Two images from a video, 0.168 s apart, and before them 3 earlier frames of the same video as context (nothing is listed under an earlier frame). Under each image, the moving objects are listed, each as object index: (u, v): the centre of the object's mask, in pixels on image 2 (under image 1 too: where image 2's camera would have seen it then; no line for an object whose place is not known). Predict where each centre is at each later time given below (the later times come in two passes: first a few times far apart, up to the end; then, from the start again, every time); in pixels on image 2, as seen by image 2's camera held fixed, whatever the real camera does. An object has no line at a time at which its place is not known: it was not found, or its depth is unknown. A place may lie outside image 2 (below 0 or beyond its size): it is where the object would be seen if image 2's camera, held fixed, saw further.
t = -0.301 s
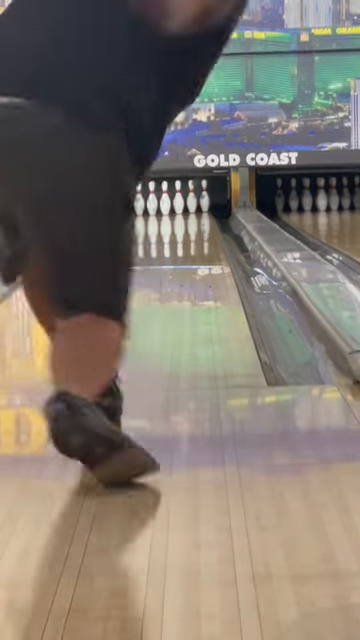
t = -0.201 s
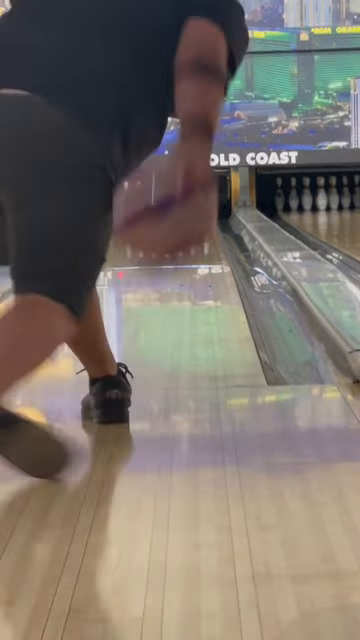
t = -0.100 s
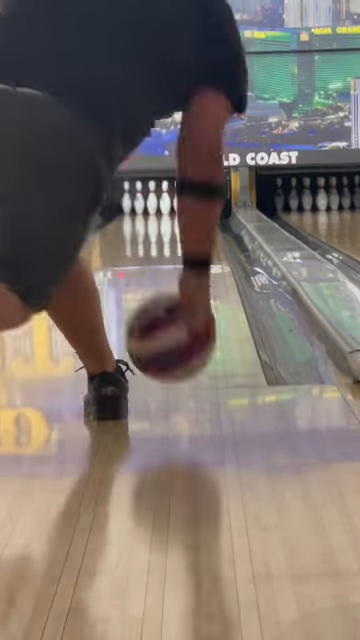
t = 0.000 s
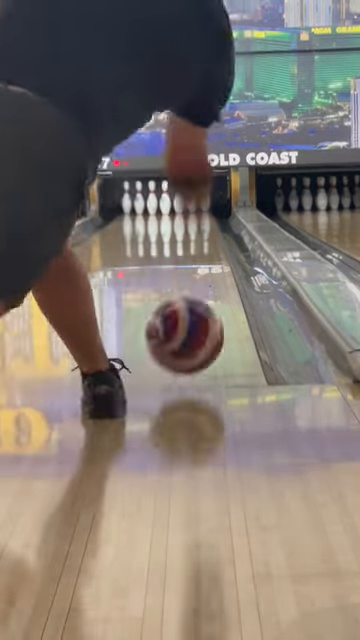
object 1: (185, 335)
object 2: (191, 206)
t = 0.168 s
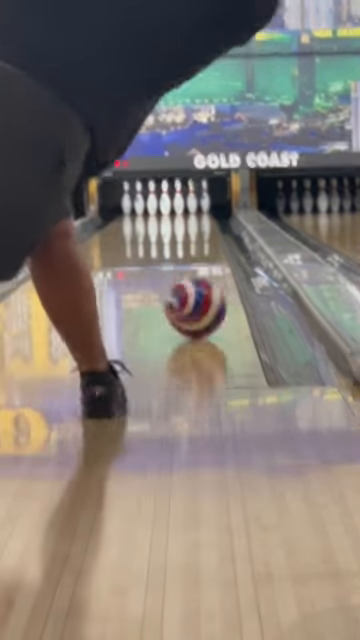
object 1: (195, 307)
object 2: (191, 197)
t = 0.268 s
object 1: (198, 292)
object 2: (192, 198)
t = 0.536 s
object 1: (202, 261)
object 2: (191, 199)
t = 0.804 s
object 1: (200, 246)
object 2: (191, 199)
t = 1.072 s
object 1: (197, 236)
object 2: (191, 199)
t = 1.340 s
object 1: (195, 228)
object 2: (191, 199)
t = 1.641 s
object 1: (188, 220)
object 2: (192, 196)
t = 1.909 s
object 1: (181, 215)
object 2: (192, 198)
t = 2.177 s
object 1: (176, 210)
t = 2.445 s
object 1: (170, 207)
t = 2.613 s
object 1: (169, 205)
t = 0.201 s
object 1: (196, 301)
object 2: (191, 198)
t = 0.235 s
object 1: (197, 295)
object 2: (191, 198)
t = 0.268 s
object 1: (198, 292)
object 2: (192, 198)
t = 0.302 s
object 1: (199, 286)
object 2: (192, 198)
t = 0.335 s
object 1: (200, 282)
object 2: (192, 198)
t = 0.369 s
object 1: (200, 278)
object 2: (191, 198)
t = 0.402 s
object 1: (200, 275)
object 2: (191, 198)
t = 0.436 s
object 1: (201, 272)
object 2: (191, 198)
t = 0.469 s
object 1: (201, 268)
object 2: (191, 198)
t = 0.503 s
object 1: (201, 264)
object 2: (191, 199)
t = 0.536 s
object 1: (202, 261)
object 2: (191, 199)
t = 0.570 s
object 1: (201, 260)
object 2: (191, 199)
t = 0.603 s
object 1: (201, 256)
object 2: (191, 199)
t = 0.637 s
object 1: (201, 253)
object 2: (191, 199)
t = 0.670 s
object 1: (200, 251)
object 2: (191, 199)
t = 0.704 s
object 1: (201, 249)
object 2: (191, 199)
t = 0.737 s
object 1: (200, 248)
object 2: (191, 199)
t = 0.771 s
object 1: (200, 247)
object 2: (191, 199)
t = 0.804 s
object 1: (200, 246)
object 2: (191, 199)
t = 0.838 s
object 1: (200, 244)
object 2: (191, 199)
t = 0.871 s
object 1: (200, 243)
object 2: (191, 199)
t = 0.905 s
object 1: (199, 241)
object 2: (191, 199)
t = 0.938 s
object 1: (199, 239)
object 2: (191, 199)
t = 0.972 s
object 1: (199, 238)
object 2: (191, 199)
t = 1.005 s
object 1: (198, 238)
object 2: (191, 199)
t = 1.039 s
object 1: (198, 237)
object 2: (191, 199)
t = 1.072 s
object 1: (197, 236)
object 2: (191, 199)
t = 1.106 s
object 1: (197, 234)
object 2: (191, 199)
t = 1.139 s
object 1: (197, 232)
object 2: (191, 199)
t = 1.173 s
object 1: (196, 232)
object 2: (191, 199)
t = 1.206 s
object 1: (195, 231)
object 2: (191, 199)
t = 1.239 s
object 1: (195, 231)
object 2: (191, 199)
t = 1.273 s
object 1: (195, 229)
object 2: (191, 199)
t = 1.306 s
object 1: (195, 229)
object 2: (191, 199)
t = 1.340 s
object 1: (195, 228)
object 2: (191, 199)
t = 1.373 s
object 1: (192, 226)
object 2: (191, 199)
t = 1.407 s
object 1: (192, 225)
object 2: (191, 198)
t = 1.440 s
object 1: (191, 225)
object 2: (191, 198)
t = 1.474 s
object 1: (191, 224)
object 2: (191, 198)
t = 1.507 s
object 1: (191, 224)
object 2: (191, 198)
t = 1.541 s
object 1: (189, 222)
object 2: (191, 197)
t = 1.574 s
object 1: (189, 222)
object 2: (191, 197)
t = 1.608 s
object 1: (188, 221)
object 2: (191, 197)
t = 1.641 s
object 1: (188, 220)
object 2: (192, 196)
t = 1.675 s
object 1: (188, 220)
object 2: (192, 196)
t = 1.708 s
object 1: (186, 219)
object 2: (192, 196)
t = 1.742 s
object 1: (185, 219)
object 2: (191, 197)
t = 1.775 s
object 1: (185, 218)
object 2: (192, 197)
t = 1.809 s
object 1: (183, 217)
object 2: (192, 198)
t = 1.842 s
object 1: (183, 216)
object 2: (192, 198)
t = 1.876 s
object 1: (182, 216)
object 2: (192, 198)
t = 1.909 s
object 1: (181, 215)
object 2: (192, 198)
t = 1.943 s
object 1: (181, 214)
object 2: (192, 198)
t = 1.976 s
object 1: (180, 214)
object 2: (192, 198)
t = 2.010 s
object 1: (180, 213)
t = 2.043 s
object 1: (179, 213)
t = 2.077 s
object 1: (178, 212)
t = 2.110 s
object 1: (178, 212)
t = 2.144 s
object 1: (177, 211)
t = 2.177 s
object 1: (176, 210)
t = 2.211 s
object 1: (175, 210)
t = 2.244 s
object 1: (174, 209)
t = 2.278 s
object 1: (174, 209)
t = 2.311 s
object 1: (172, 208)
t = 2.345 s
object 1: (171, 207)
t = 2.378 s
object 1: (170, 207)
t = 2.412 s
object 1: (170, 207)
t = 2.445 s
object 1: (170, 207)
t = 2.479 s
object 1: (170, 206)
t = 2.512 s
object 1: (169, 206)
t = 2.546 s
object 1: (169, 205)
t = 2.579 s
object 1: (169, 205)
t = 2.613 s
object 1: (169, 205)
